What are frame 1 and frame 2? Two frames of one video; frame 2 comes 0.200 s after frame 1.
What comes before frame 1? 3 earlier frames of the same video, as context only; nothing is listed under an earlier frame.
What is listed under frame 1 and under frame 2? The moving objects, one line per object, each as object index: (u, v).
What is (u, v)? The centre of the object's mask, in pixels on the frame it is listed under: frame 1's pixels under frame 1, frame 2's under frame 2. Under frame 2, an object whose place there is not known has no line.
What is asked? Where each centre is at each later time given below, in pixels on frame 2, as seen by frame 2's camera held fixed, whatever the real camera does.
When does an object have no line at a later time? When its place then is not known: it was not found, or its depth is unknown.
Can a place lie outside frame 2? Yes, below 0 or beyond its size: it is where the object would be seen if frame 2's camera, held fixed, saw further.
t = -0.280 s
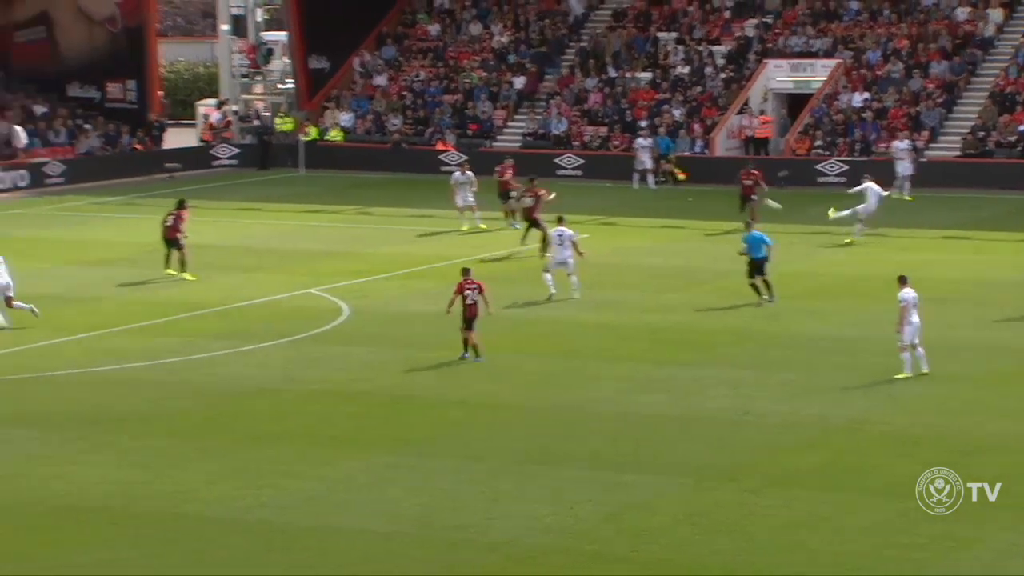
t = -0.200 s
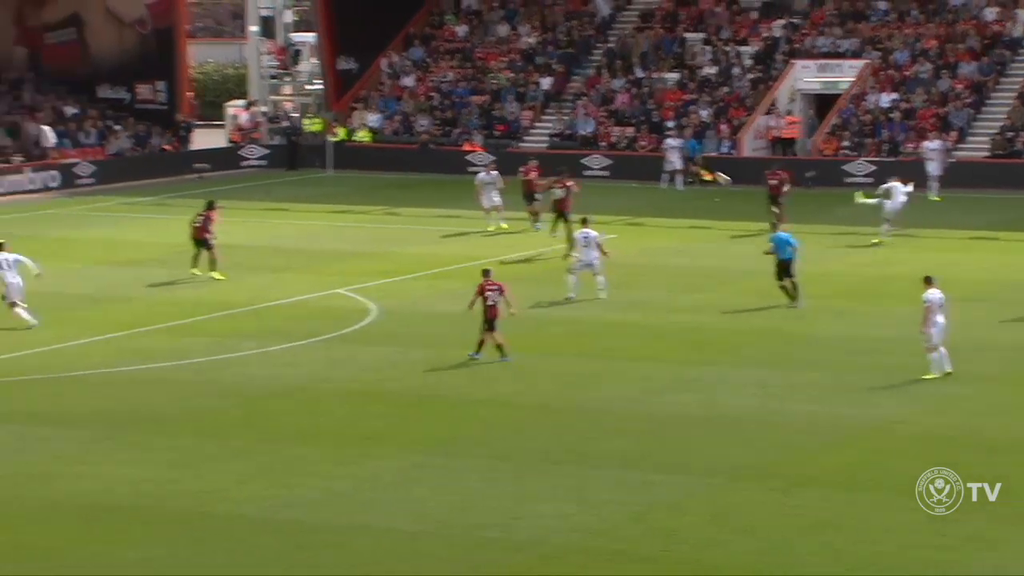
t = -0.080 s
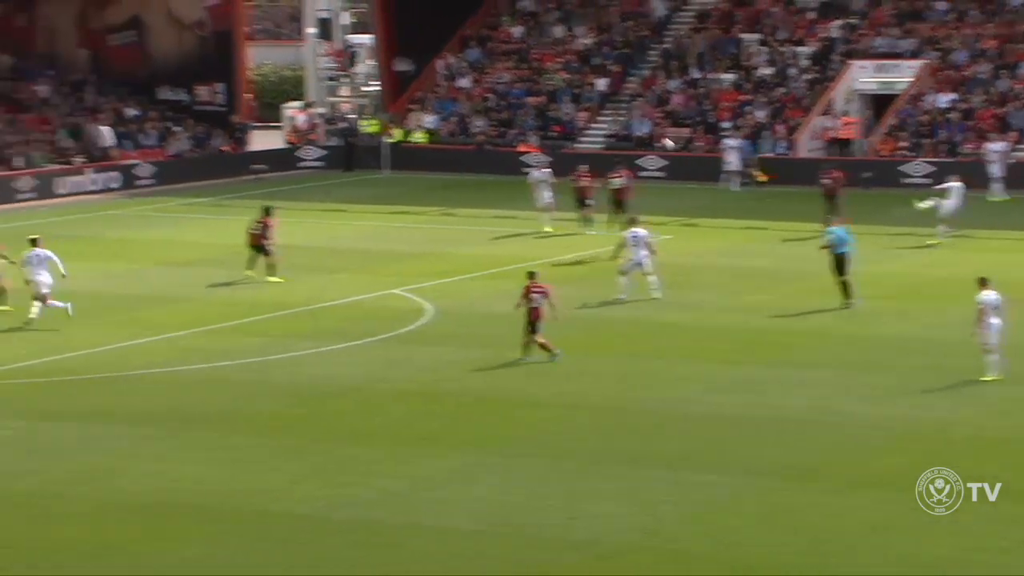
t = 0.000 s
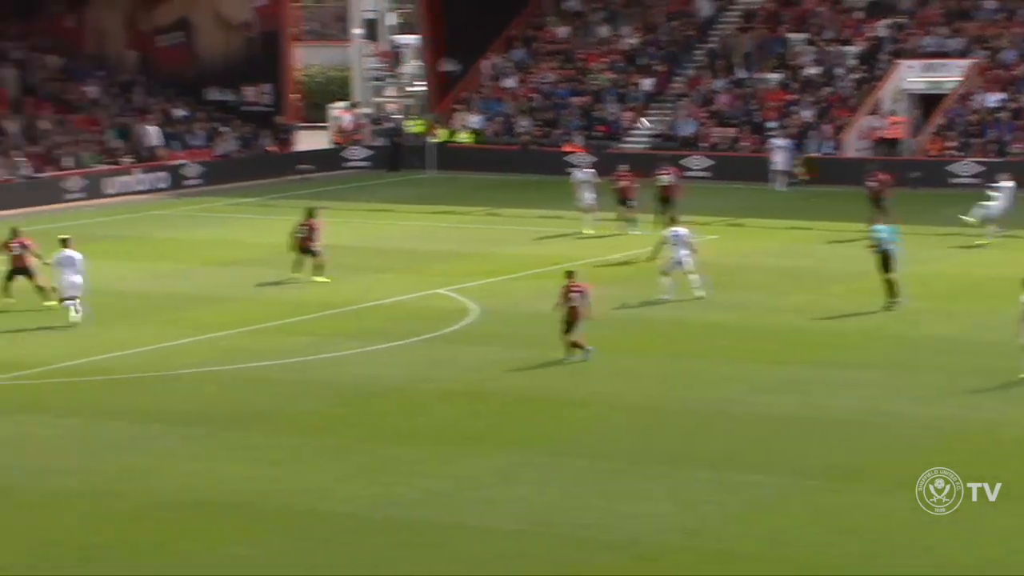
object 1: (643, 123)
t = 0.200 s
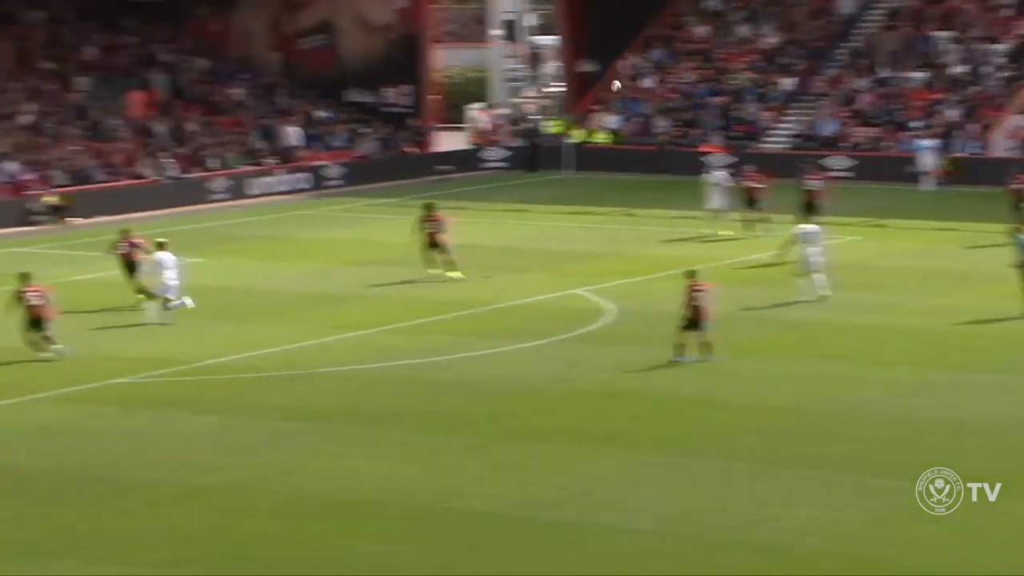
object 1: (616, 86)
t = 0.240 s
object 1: (583, 81)
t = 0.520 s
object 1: (365, 62)
